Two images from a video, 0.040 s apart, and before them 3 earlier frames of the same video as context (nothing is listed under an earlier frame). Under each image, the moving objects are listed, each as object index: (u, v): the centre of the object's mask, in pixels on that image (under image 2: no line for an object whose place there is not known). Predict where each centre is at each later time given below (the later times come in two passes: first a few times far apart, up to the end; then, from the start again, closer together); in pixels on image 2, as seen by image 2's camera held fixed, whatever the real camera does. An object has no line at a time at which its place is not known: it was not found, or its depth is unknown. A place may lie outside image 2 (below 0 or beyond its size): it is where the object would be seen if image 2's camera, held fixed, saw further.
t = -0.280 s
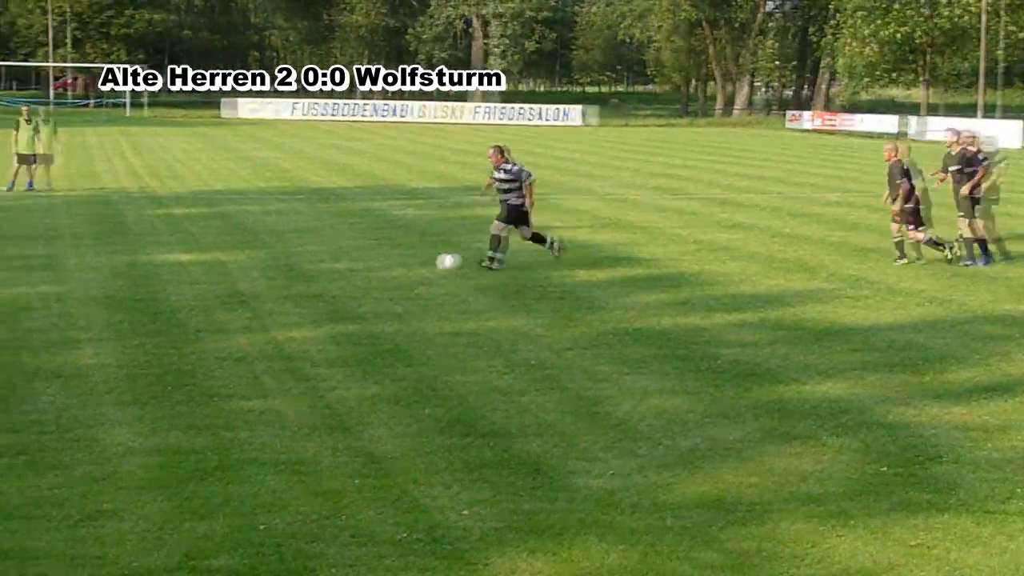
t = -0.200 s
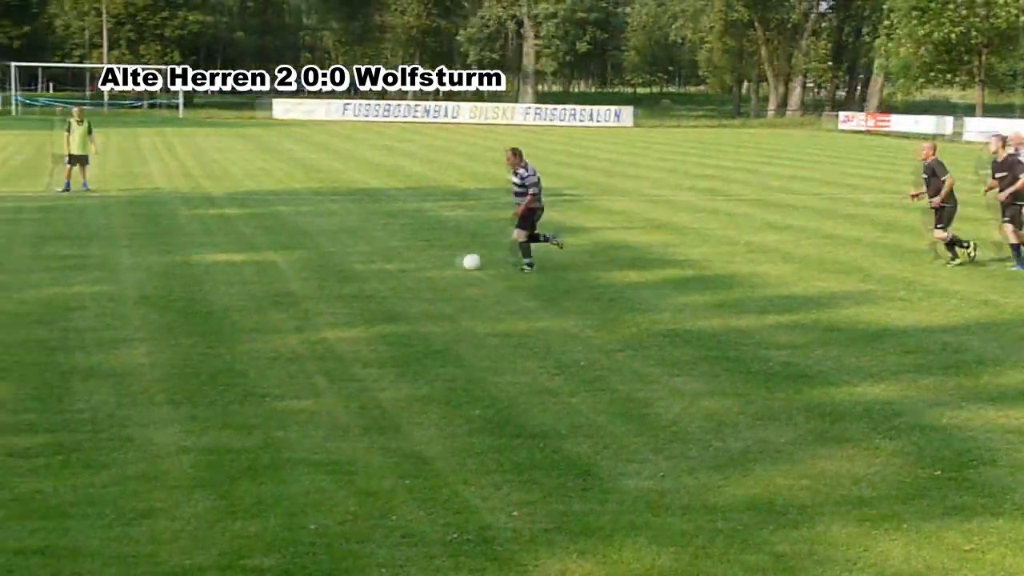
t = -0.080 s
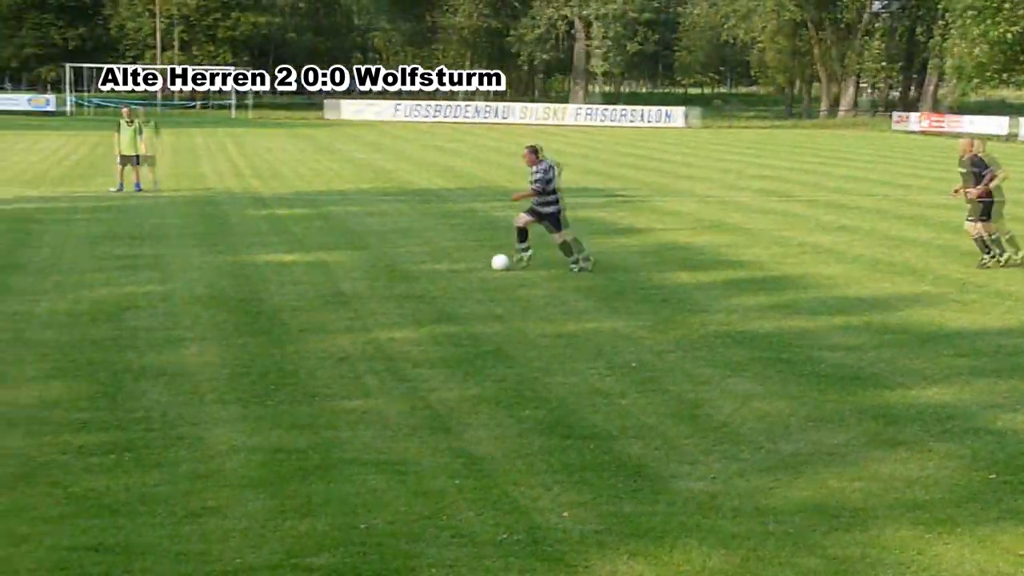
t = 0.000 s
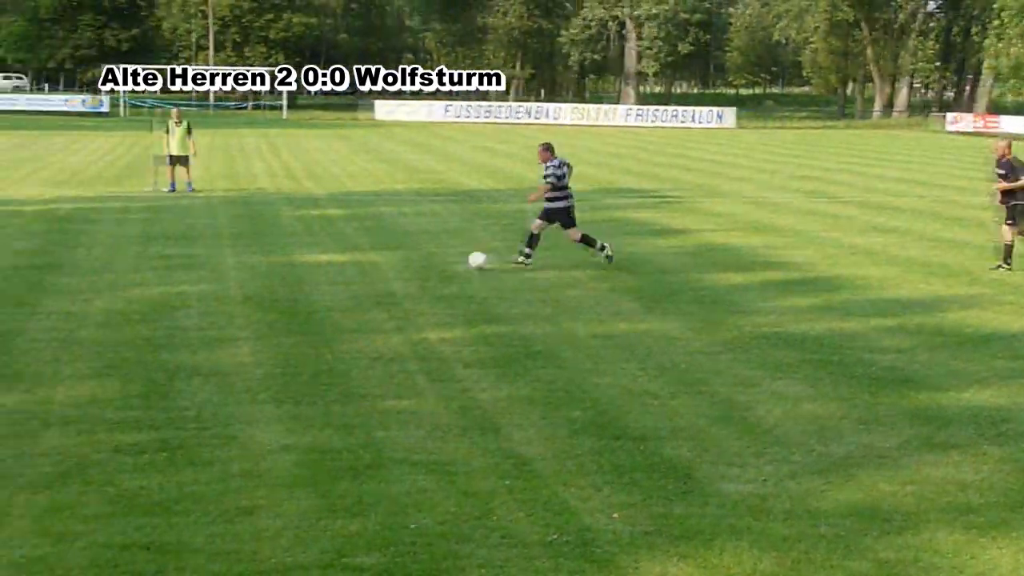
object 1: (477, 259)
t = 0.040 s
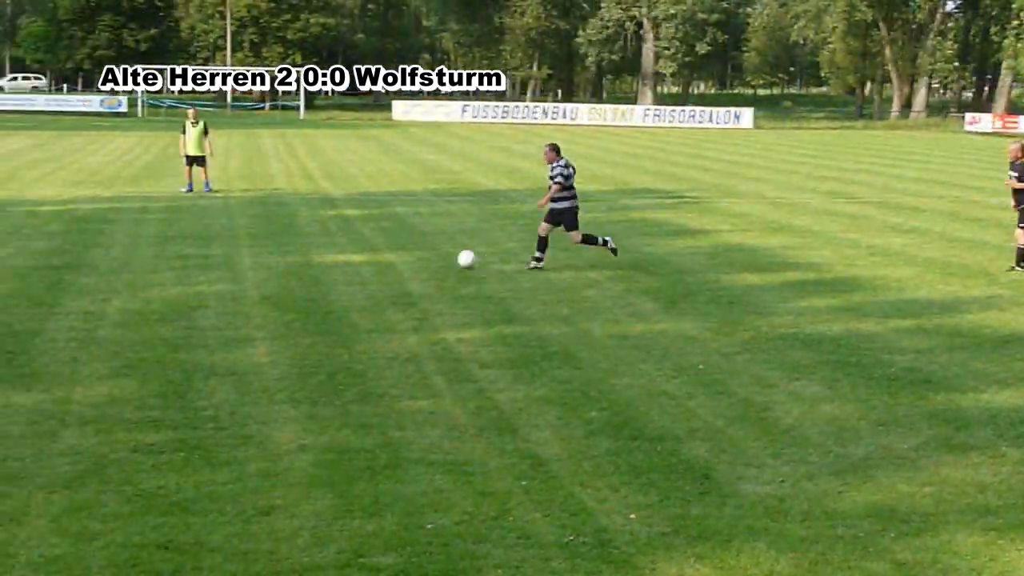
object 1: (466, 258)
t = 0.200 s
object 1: (336, 259)
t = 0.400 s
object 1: (214, 254)
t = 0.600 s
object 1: (118, 252)
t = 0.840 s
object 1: (22, 248)
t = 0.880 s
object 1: (9, 249)
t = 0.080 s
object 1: (439, 258)
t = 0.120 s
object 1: (407, 258)
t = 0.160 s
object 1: (363, 260)
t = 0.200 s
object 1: (336, 259)
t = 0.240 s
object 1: (315, 256)
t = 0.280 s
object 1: (294, 254)
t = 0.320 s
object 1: (274, 254)
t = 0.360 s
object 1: (250, 253)
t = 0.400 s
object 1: (214, 254)
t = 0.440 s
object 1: (193, 256)
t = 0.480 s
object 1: (178, 254)
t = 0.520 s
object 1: (162, 252)
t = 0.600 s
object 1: (118, 252)
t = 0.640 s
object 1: (104, 253)
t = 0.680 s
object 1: (89, 253)
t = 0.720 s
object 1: (75, 250)
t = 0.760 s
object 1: (51, 248)
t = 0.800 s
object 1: (35, 247)
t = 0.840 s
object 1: (22, 248)
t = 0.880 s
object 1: (9, 249)
